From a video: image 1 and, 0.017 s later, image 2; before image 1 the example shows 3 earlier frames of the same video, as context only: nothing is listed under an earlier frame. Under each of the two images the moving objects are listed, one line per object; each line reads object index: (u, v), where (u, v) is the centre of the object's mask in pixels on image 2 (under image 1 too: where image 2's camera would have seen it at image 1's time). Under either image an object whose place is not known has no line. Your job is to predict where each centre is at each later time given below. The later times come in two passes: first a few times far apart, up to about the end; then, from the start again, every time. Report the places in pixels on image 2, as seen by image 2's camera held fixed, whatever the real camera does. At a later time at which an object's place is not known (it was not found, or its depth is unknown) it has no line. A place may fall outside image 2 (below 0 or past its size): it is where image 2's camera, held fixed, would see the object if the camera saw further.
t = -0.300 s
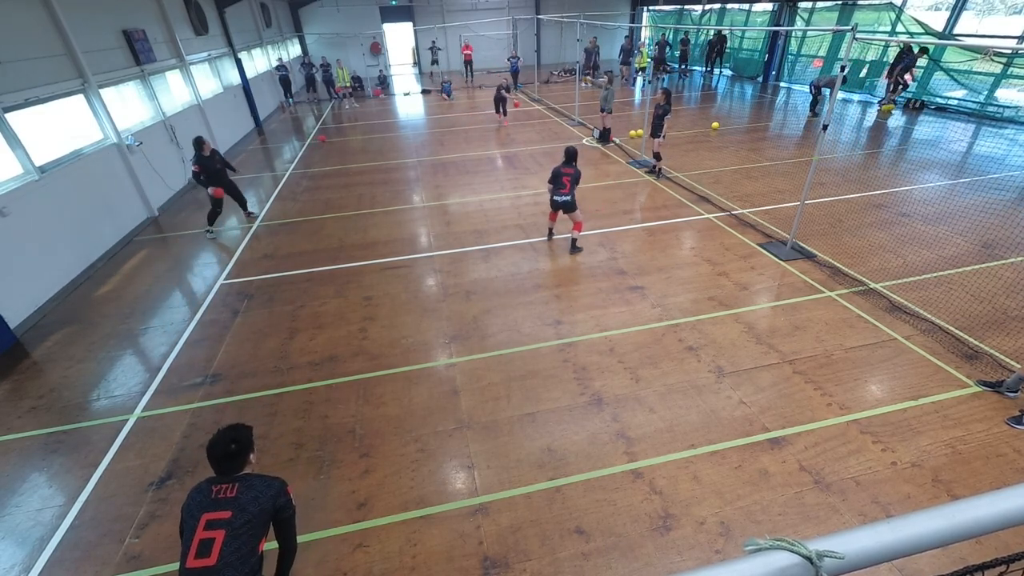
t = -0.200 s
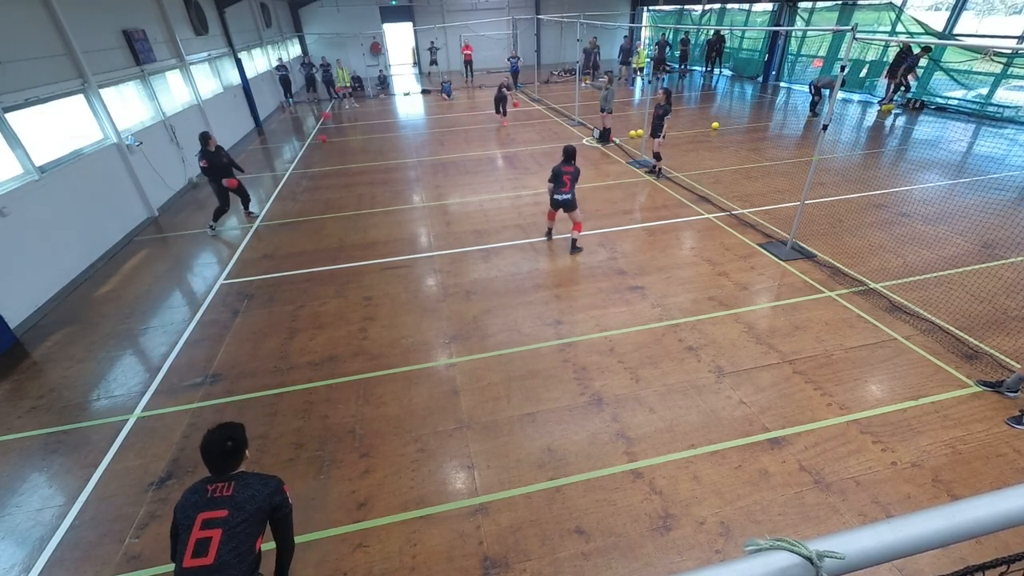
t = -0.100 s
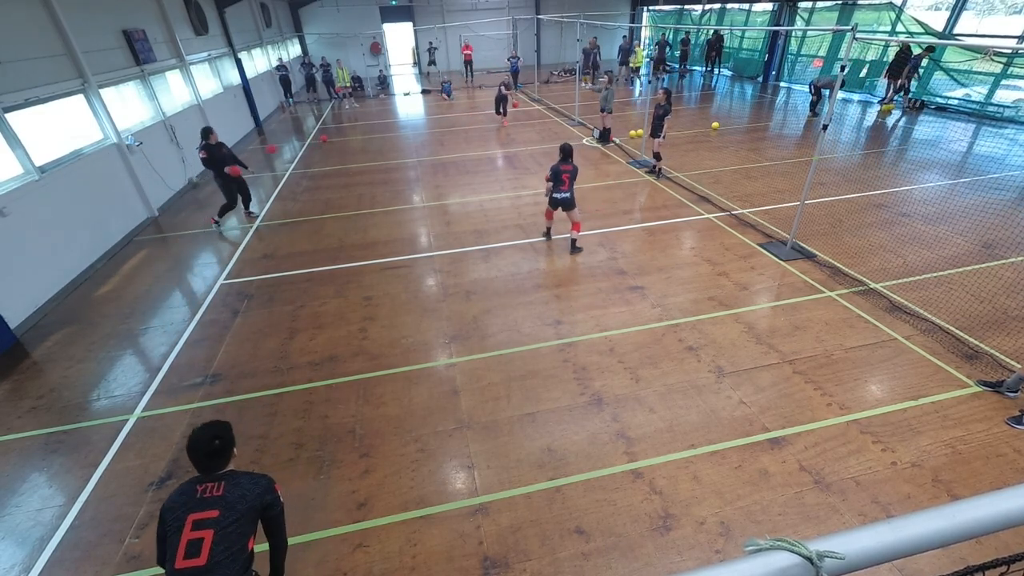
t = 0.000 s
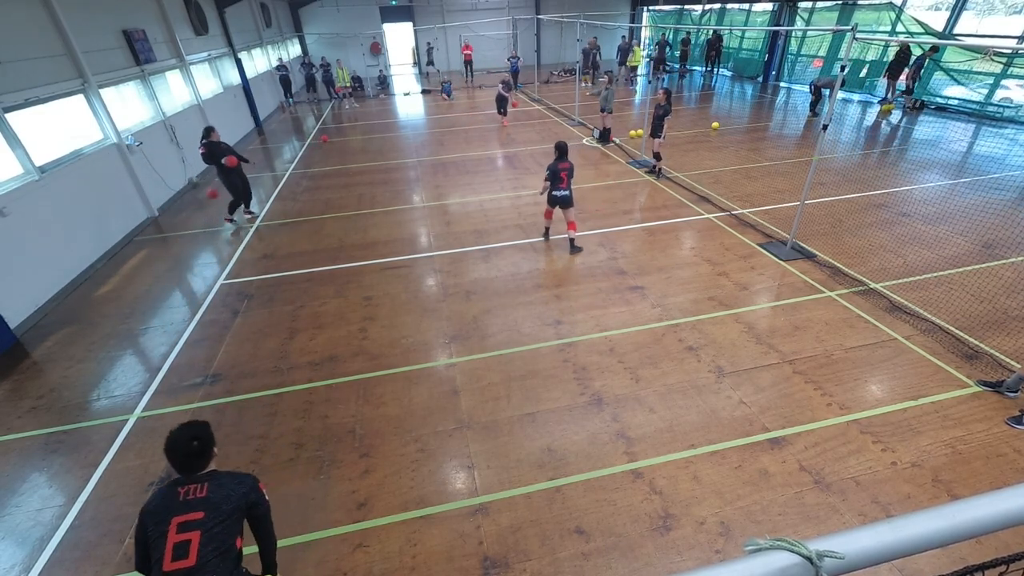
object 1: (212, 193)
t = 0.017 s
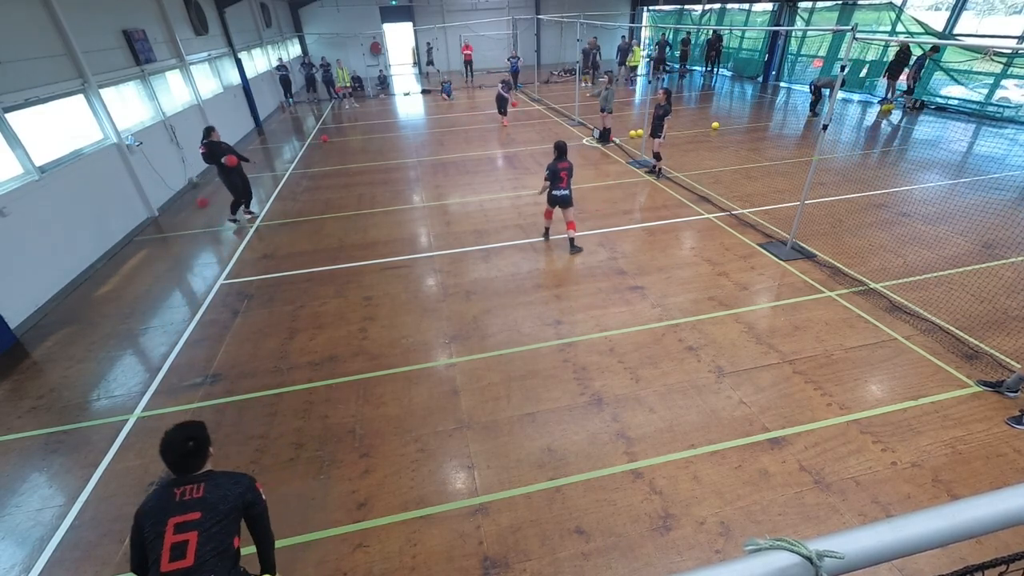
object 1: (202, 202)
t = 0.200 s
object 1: (93, 228)
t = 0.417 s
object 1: (105, 196)
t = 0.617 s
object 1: (139, 190)
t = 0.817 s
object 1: (187, 212)
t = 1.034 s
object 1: (249, 264)
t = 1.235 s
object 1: (262, 266)
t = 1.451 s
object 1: (262, 266)
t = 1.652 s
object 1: (275, 296)
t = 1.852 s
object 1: (281, 306)
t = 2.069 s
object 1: (291, 321)
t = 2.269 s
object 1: (298, 334)
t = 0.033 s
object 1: (191, 211)
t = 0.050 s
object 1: (181, 221)
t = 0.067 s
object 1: (171, 230)
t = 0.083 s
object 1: (160, 237)
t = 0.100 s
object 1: (152, 235)
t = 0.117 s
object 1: (143, 234)
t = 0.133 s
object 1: (133, 232)
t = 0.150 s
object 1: (123, 231)
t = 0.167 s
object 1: (113, 229)
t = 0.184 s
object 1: (103, 228)
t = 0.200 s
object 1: (93, 228)
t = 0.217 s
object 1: (85, 226)
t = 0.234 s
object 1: (86, 223)
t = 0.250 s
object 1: (87, 219)
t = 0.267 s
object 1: (89, 216)
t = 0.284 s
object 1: (90, 213)
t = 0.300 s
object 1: (92, 211)
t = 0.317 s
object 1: (93, 208)
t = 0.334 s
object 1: (95, 206)
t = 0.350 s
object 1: (97, 203)
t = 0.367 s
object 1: (99, 201)
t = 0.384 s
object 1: (101, 199)
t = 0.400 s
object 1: (103, 198)
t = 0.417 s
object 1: (105, 196)
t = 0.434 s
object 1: (107, 194)
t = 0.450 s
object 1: (110, 193)
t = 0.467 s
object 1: (112, 192)
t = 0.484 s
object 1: (115, 191)
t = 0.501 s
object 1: (118, 190)
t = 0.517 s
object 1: (121, 189)
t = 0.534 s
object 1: (123, 189)
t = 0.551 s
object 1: (126, 189)
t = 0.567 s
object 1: (129, 189)
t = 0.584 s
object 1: (132, 189)
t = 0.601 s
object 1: (136, 189)
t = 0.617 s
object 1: (139, 190)
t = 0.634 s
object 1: (143, 191)
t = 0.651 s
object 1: (146, 192)
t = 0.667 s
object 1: (149, 193)
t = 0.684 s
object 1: (153, 194)
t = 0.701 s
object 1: (157, 196)
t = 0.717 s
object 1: (161, 197)
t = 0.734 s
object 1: (165, 200)
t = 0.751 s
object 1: (169, 202)
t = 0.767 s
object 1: (173, 204)
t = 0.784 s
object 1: (177, 206)
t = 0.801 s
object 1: (182, 209)
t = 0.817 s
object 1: (187, 212)
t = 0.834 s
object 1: (190, 215)
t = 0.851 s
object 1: (195, 218)
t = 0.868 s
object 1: (200, 221)
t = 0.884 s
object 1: (205, 225)
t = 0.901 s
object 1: (209, 228)
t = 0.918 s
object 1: (213, 233)
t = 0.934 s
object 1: (219, 236)
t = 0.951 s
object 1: (224, 240)
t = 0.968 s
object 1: (228, 245)
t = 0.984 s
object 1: (233, 249)
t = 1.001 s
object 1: (238, 254)
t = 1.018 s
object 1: (243, 259)
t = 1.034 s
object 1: (249, 264)
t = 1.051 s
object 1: (253, 269)
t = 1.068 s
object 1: (259, 274)
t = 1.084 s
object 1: (264, 280)
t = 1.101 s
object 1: (266, 281)
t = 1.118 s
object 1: (265, 279)
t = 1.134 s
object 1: (264, 276)
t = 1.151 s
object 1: (264, 273)
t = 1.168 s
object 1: (263, 272)
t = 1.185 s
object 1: (262, 270)
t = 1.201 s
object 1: (262, 269)
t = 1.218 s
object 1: (262, 267)
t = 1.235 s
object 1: (262, 266)
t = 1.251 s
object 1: (261, 265)
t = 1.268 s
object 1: (261, 264)
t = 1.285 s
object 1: (260, 263)
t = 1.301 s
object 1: (260, 263)
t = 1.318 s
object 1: (260, 263)
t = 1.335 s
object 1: (260, 263)
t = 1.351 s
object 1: (260, 262)
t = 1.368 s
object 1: (260, 262)
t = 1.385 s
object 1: (261, 263)
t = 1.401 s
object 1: (261, 263)
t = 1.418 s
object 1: (262, 264)
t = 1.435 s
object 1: (262, 265)
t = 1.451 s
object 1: (262, 266)
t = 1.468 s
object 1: (263, 267)
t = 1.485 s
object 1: (264, 269)
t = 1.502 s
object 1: (265, 271)
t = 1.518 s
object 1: (266, 273)
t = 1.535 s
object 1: (267, 276)
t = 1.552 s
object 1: (268, 278)
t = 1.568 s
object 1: (269, 280)
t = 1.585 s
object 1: (271, 284)
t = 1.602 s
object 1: (271, 286)
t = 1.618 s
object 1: (272, 289)
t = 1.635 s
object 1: (273, 293)
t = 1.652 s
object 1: (275, 296)
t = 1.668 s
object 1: (277, 300)
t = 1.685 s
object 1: (278, 304)
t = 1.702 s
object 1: (280, 308)
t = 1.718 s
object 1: (281, 312)
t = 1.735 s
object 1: (281, 311)
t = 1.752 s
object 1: (281, 310)
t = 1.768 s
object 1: (281, 308)
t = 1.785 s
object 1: (281, 307)
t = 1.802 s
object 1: (281, 307)
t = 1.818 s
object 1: (281, 306)
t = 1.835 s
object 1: (281, 306)
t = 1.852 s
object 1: (281, 306)
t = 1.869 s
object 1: (282, 306)
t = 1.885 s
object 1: (282, 306)
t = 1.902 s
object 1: (282, 306)
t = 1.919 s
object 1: (283, 307)
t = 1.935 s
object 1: (284, 308)
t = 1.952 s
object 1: (284, 308)
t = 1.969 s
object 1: (285, 309)
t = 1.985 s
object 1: (285, 311)
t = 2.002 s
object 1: (286, 313)
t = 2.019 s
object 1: (288, 315)
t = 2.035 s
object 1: (289, 316)
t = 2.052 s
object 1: (290, 318)
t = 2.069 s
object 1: (291, 321)
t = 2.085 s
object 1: (293, 324)
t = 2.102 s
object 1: (293, 327)
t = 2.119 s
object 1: (295, 330)
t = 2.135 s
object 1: (296, 334)
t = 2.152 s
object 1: (297, 335)
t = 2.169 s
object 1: (297, 335)
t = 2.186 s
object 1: (297, 334)
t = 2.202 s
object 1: (297, 334)
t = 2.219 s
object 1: (297, 334)
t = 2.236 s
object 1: (297, 334)
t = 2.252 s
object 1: (297, 334)
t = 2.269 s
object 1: (298, 334)
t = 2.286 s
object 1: (298, 335)
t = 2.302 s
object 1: (299, 336)
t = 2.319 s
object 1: (299, 336)
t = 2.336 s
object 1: (300, 339)
